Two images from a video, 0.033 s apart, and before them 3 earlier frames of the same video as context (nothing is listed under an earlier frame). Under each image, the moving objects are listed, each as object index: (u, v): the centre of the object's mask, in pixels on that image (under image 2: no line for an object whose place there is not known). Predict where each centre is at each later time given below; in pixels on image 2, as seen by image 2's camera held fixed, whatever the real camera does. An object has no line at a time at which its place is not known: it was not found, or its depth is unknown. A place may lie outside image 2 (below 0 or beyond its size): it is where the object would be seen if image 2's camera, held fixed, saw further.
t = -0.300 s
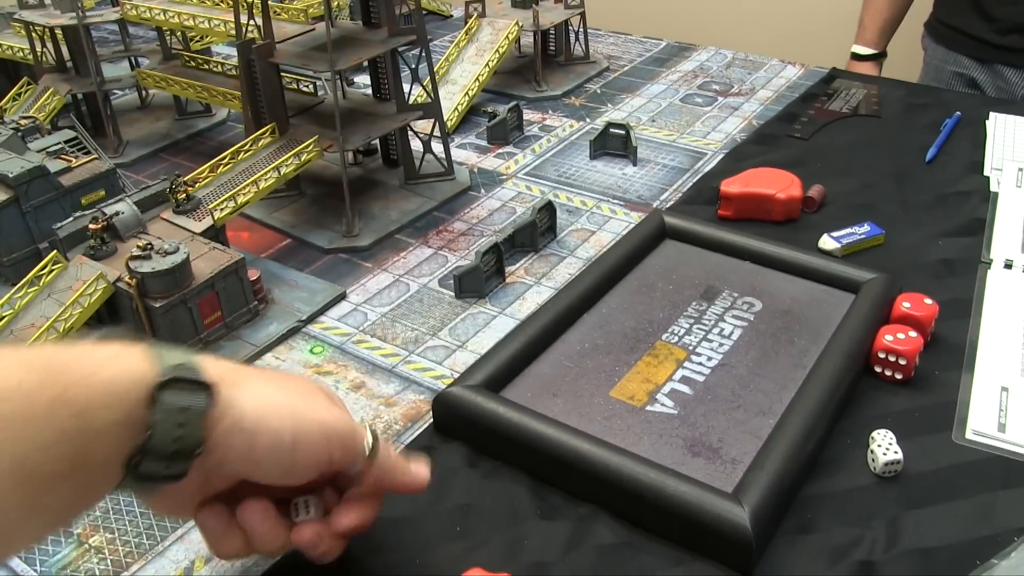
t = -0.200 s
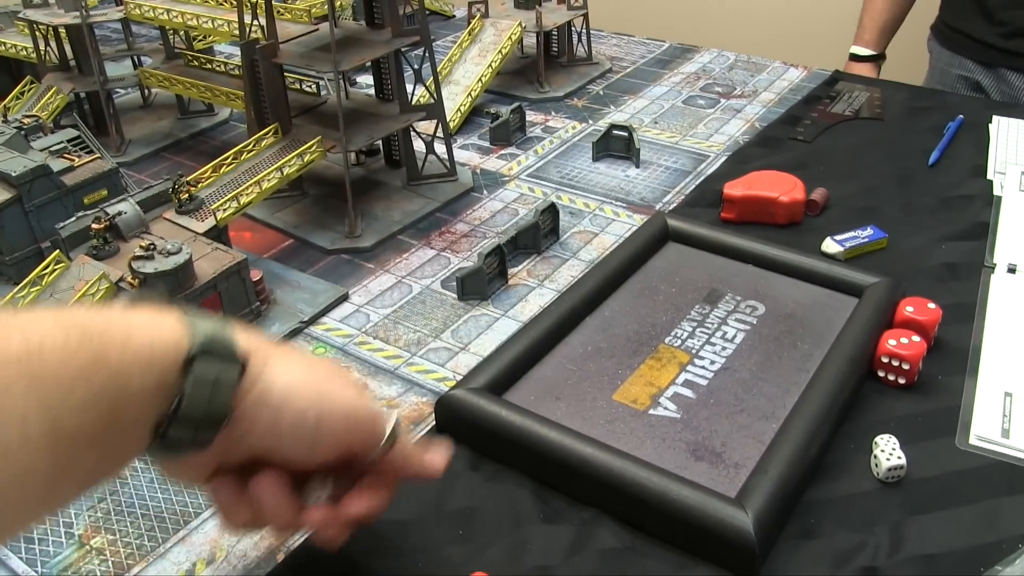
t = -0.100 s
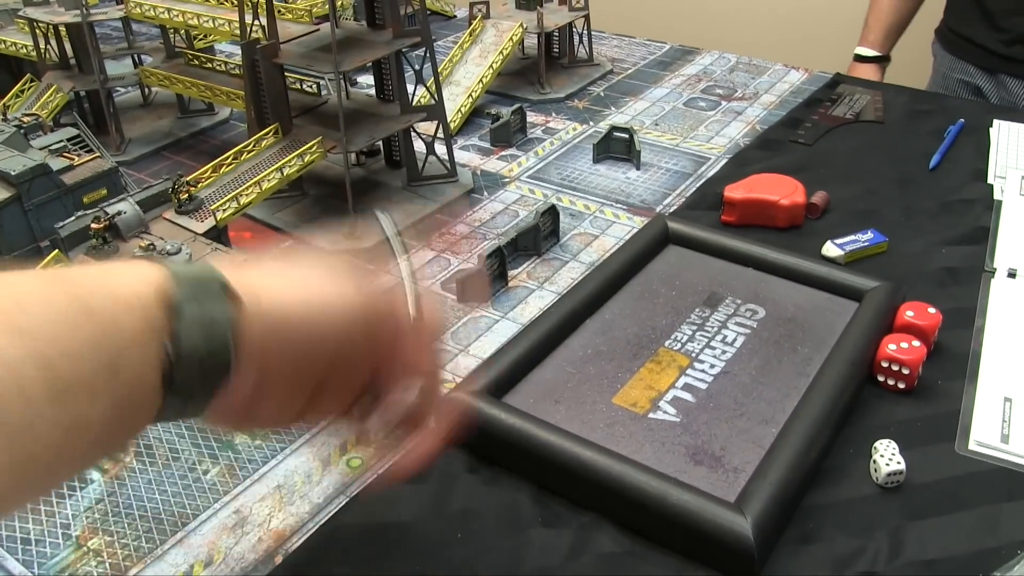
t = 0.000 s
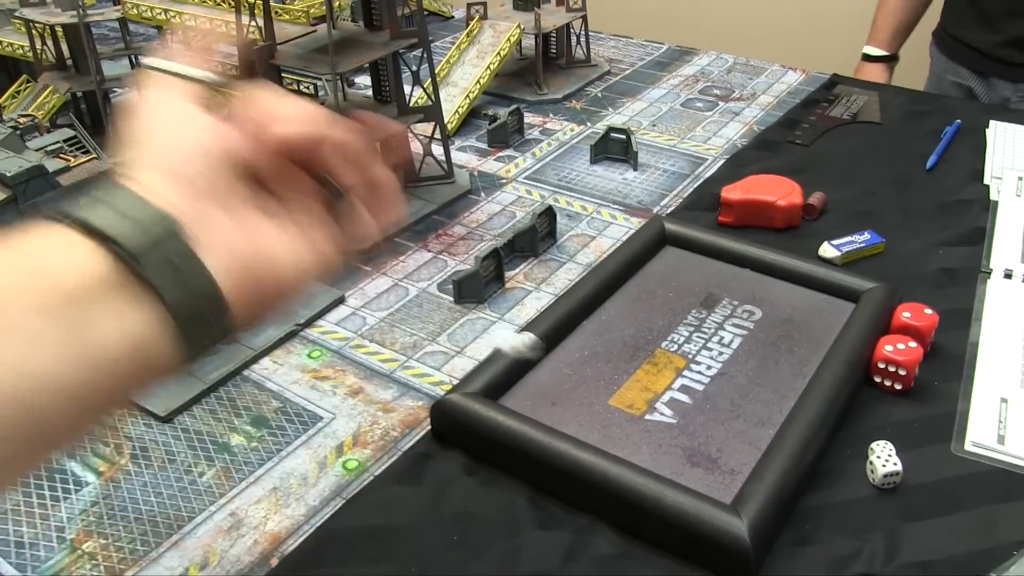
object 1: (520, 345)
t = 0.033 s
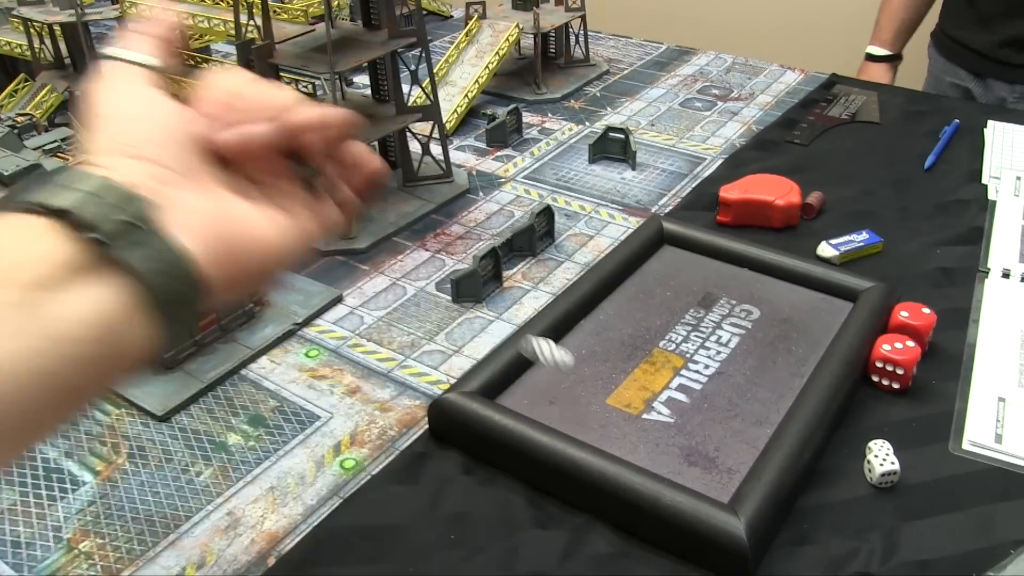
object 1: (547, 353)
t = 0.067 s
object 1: (578, 368)
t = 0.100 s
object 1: (598, 344)
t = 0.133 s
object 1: (614, 316)
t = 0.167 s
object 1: (630, 305)
